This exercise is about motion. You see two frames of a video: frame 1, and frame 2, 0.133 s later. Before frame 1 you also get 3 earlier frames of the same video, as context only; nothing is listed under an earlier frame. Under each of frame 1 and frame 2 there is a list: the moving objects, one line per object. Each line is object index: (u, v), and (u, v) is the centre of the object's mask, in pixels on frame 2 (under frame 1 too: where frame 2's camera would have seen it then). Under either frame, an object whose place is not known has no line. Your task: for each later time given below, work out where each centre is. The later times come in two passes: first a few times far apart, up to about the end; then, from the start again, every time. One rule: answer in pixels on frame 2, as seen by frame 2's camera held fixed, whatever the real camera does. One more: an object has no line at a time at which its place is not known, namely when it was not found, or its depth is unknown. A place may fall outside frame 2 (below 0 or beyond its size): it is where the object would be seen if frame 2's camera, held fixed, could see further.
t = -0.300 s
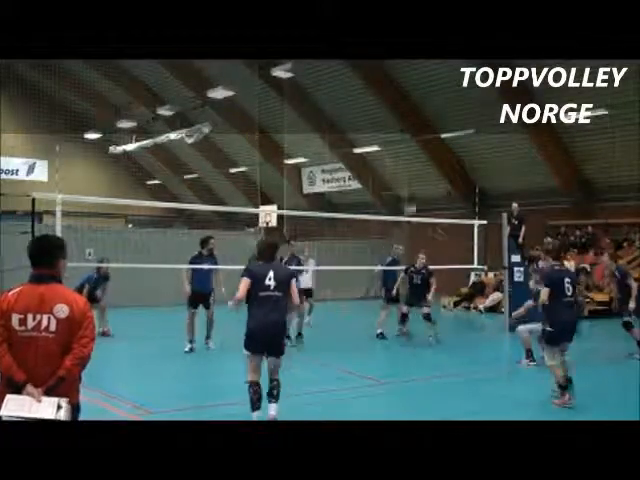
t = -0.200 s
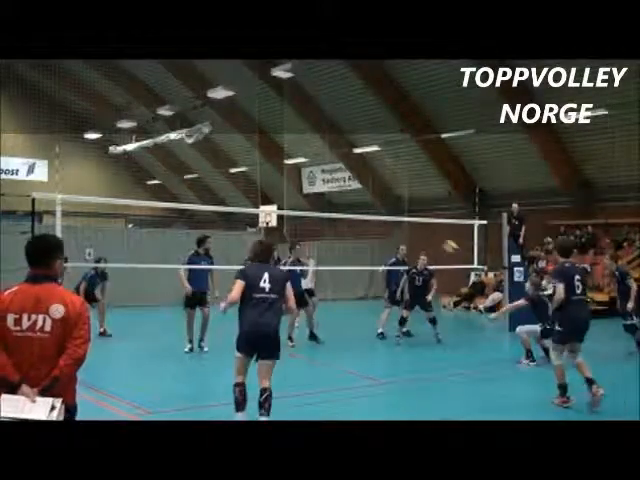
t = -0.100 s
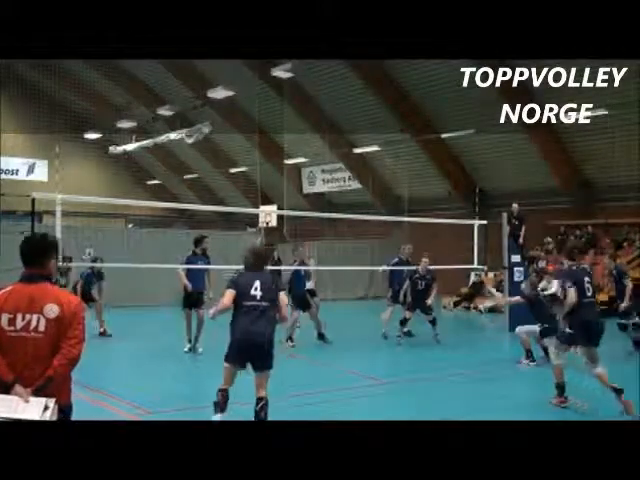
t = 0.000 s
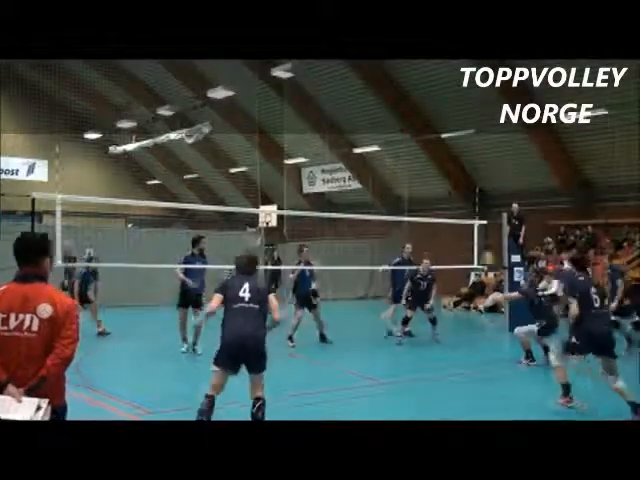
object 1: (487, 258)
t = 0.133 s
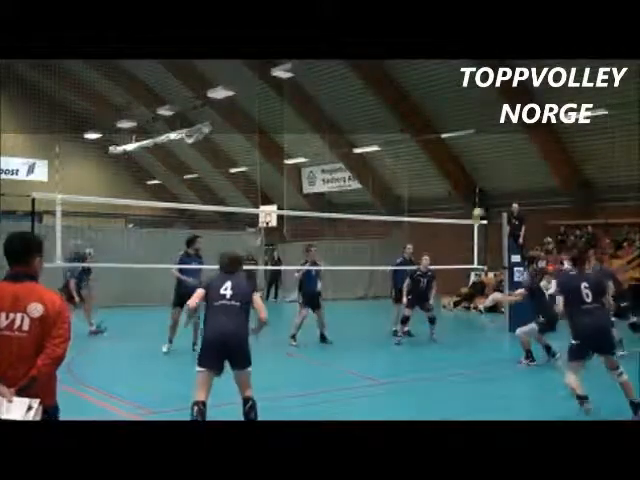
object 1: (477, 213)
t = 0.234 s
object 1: (472, 187)
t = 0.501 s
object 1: (455, 151)
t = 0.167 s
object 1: (474, 205)
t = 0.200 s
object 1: (473, 197)
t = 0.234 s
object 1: (472, 187)
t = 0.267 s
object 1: (469, 182)
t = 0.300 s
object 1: (466, 176)
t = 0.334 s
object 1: (463, 170)
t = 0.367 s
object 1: (462, 165)
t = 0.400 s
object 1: (459, 157)
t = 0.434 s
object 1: (456, 154)
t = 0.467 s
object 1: (456, 153)
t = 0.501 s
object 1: (455, 151)
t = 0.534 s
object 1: (454, 151)
